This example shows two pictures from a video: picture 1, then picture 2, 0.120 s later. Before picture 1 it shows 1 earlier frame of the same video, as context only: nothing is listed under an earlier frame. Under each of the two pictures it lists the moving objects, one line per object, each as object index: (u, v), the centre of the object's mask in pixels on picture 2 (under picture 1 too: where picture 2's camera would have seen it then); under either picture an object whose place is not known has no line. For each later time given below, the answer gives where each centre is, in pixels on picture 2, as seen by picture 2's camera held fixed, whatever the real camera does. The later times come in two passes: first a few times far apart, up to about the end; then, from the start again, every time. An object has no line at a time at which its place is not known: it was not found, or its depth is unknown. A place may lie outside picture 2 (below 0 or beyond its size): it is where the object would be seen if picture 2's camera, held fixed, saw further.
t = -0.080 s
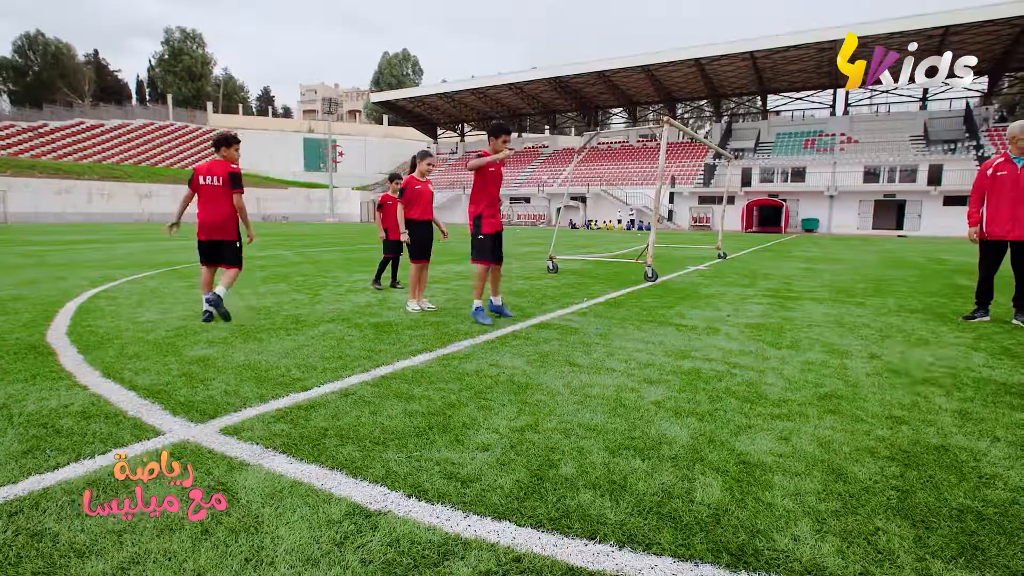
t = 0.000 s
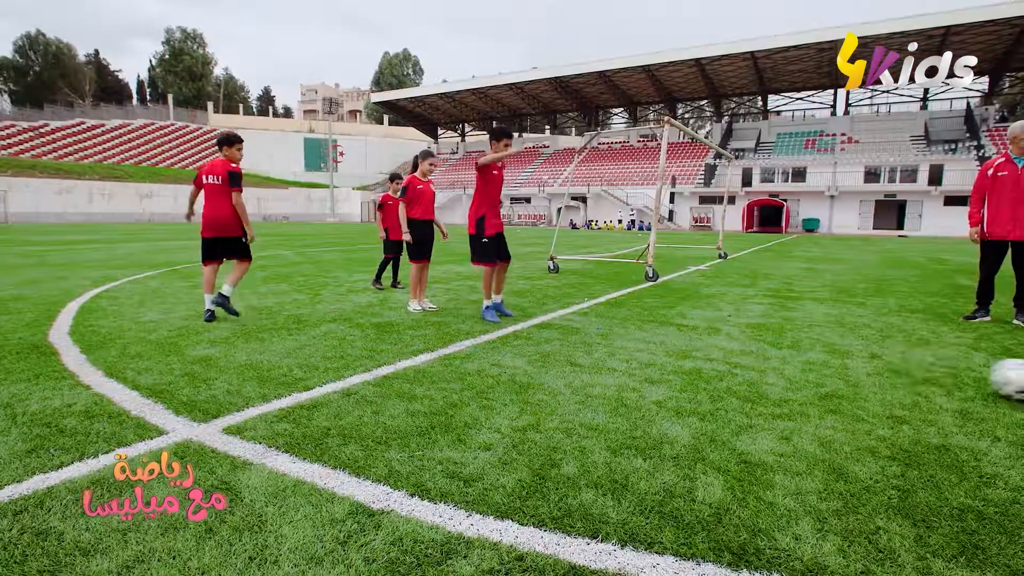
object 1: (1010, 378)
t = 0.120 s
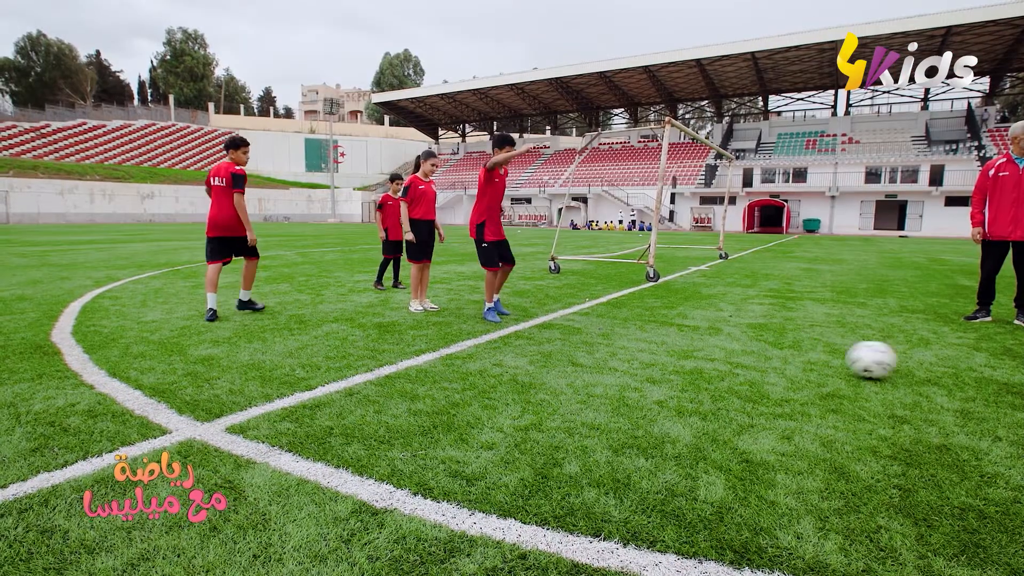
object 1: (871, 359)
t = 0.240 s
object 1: (753, 344)
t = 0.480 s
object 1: (578, 319)
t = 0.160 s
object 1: (830, 355)
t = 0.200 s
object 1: (791, 349)
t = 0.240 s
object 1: (753, 344)
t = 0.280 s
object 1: (719, 340)
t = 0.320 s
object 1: (688, 336)
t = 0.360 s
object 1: (657, 332)
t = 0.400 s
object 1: (630, 330)
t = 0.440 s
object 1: (603, 323)
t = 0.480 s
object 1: (578, 319)
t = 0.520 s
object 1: (553, 318)
